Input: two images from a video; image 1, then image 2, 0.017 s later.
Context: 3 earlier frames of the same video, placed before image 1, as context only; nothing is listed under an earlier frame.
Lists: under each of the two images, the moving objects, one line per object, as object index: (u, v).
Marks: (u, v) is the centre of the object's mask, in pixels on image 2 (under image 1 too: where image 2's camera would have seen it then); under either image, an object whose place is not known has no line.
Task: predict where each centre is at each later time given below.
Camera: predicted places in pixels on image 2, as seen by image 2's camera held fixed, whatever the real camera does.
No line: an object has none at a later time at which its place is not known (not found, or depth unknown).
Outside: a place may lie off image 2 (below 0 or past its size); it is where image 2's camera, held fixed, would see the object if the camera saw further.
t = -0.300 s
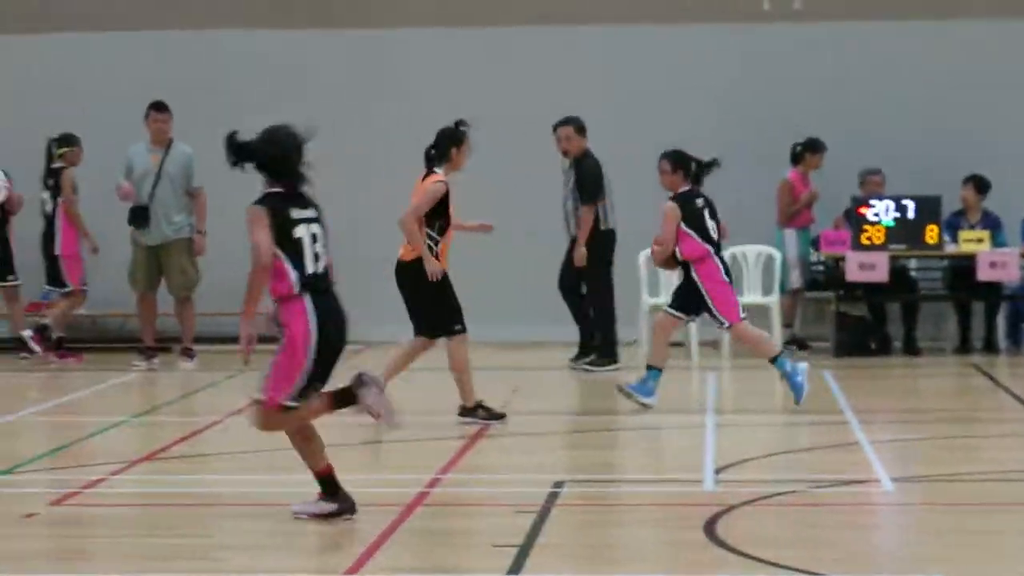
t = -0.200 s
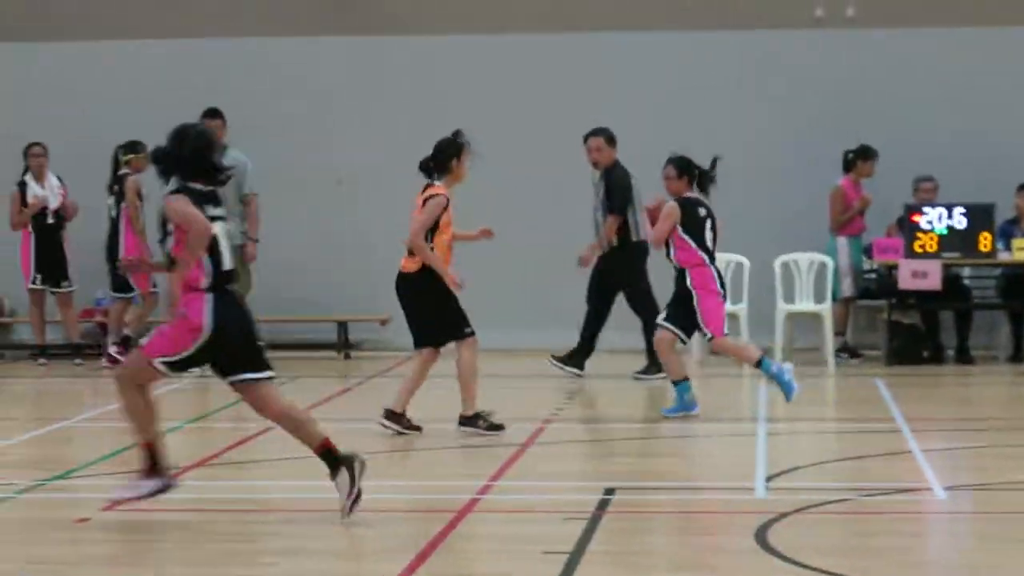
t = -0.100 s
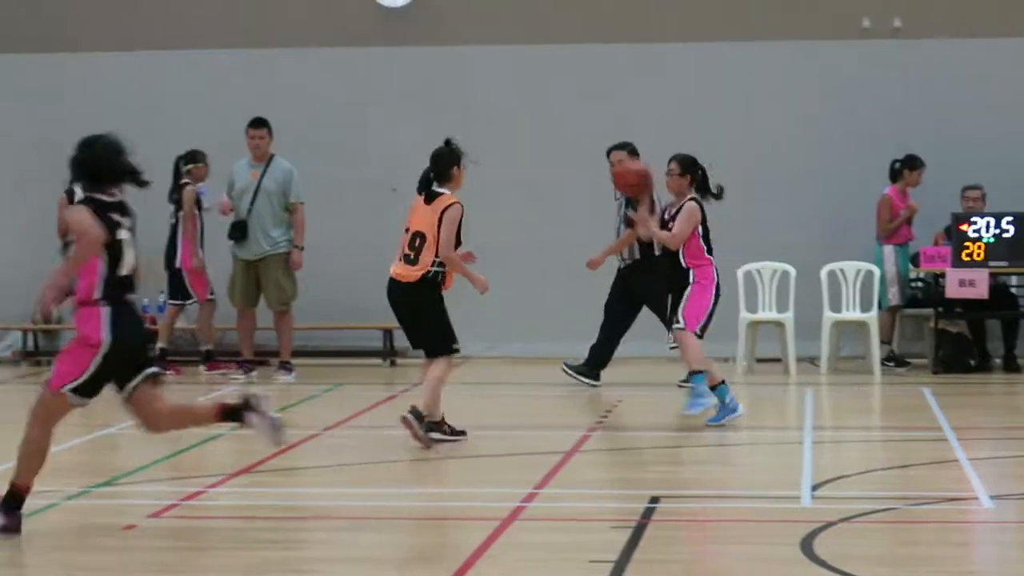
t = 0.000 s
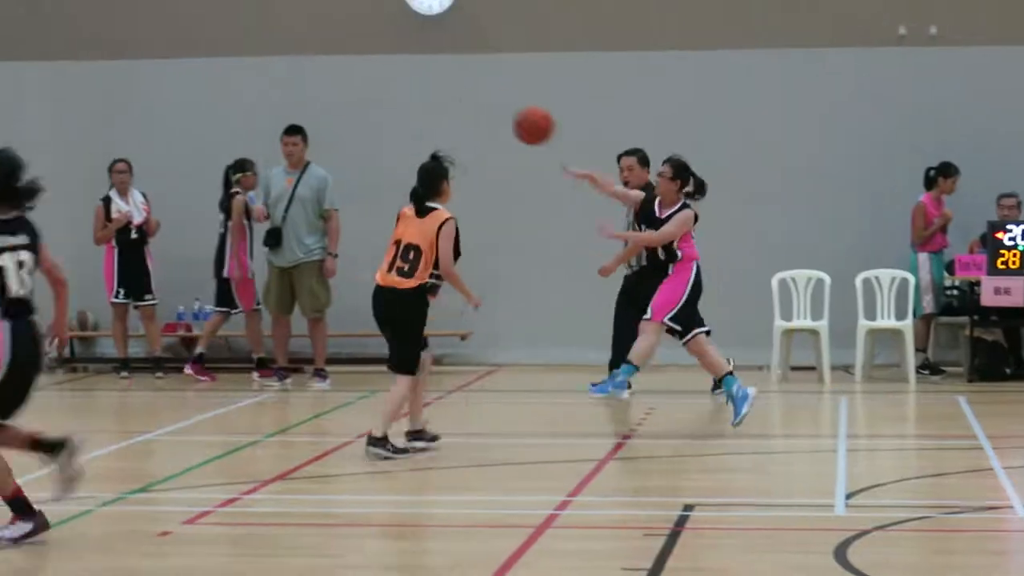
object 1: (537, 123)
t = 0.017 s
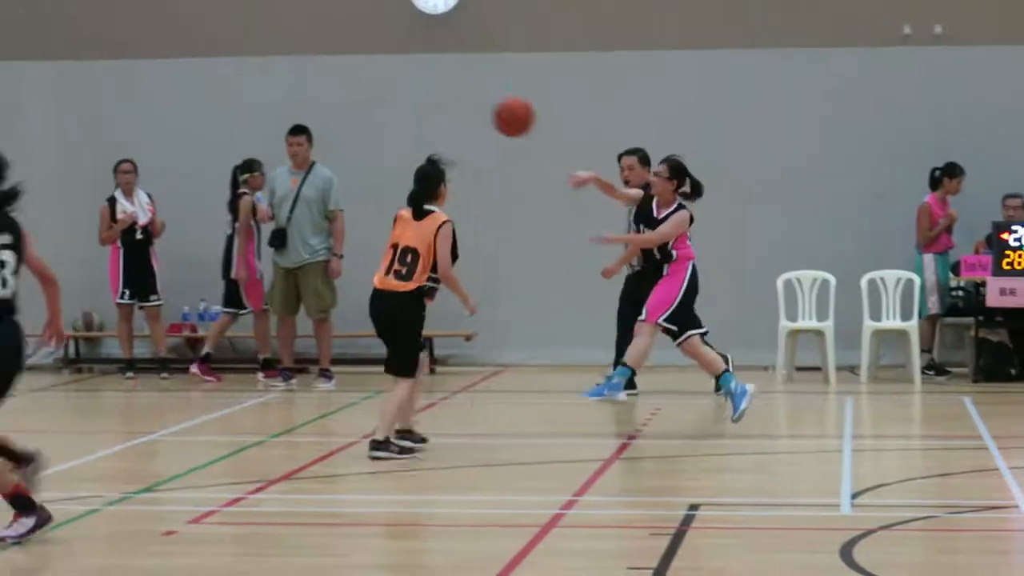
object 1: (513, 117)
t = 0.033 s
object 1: (488, 105)
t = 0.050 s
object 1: (464, 97)
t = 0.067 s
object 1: (440, 93)
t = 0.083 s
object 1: (414, 80)
